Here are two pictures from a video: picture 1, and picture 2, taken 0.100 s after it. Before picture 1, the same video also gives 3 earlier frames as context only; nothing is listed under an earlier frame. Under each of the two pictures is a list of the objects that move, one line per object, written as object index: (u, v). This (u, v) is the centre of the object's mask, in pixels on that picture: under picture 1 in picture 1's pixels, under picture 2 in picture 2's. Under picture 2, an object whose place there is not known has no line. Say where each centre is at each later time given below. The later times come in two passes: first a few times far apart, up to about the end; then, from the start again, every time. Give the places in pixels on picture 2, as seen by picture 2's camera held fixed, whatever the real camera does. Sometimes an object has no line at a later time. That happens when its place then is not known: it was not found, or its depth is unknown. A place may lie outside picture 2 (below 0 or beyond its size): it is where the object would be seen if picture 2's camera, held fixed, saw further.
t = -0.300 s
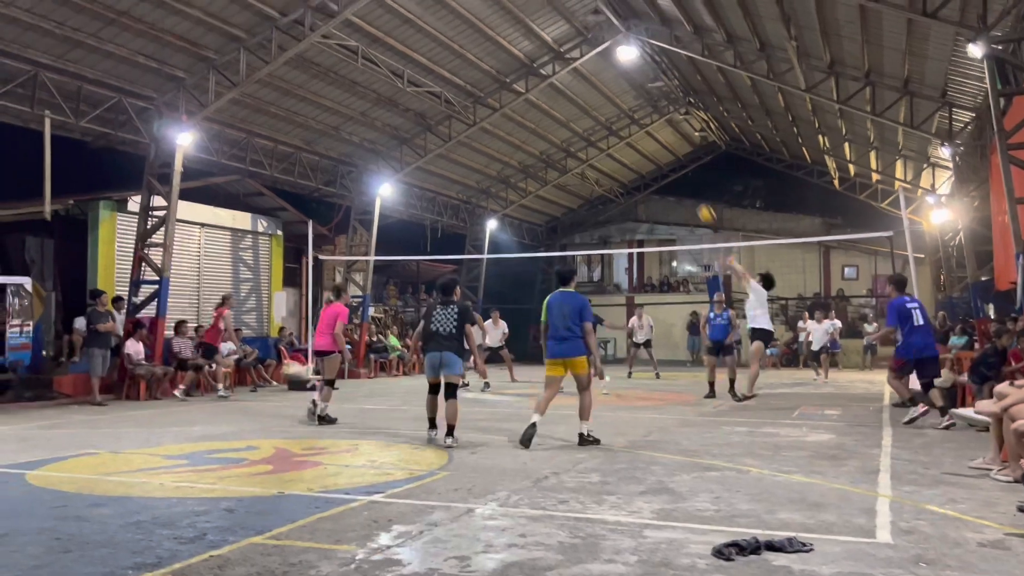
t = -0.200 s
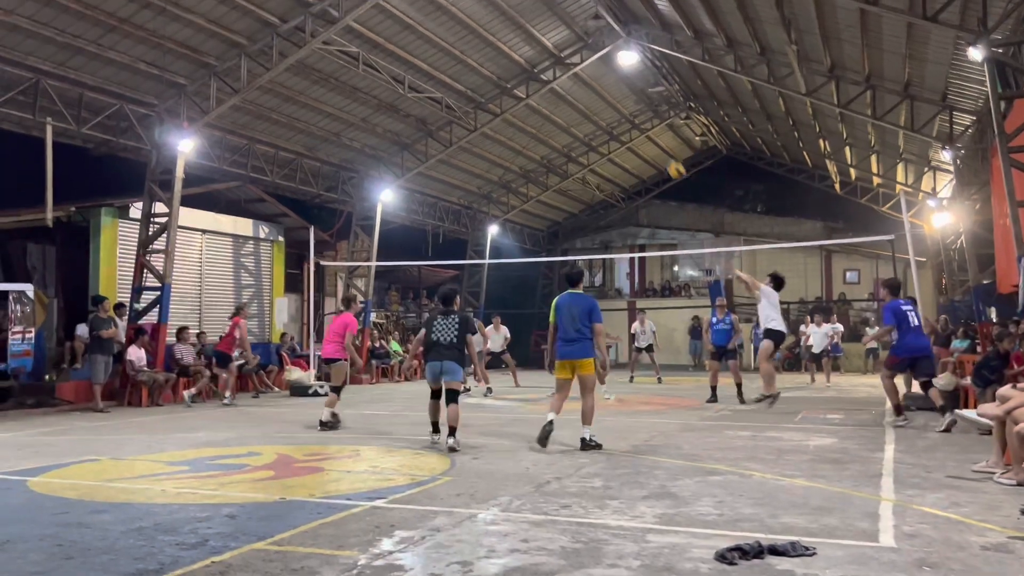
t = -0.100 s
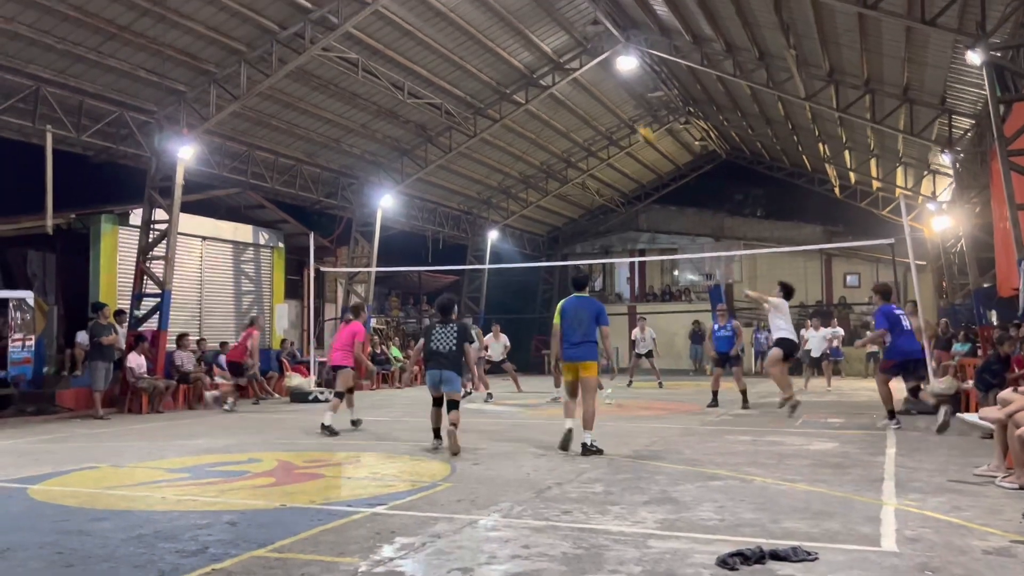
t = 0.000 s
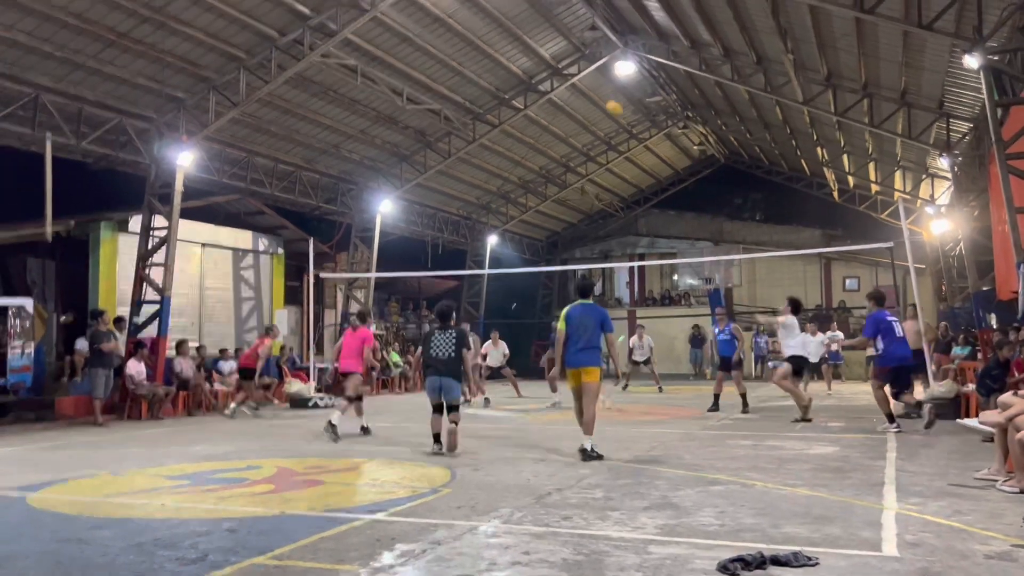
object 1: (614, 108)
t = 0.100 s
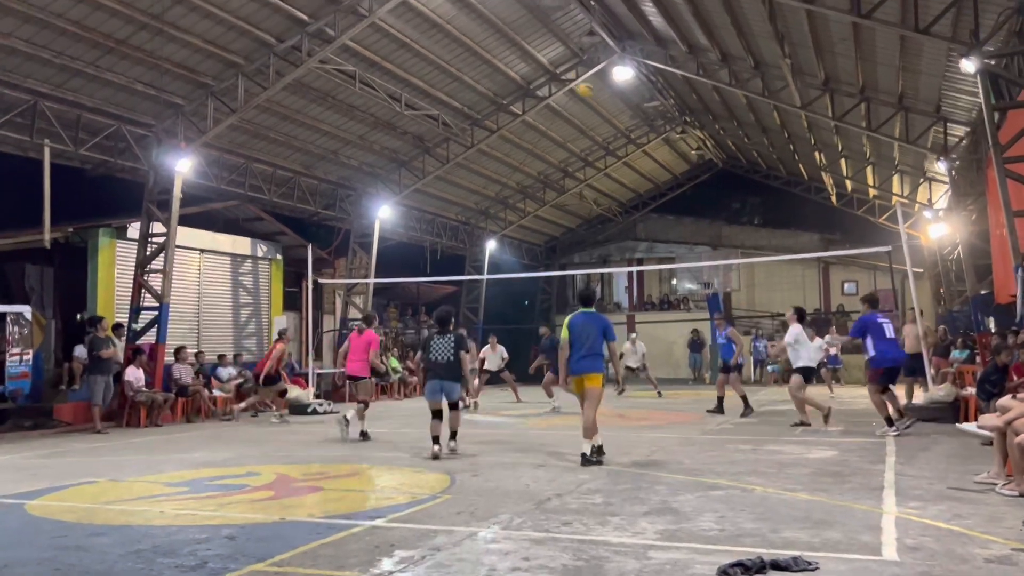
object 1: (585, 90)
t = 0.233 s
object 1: (550, 70)
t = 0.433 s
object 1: (501, 63)
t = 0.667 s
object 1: (448, 87)
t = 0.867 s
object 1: (405, 134)
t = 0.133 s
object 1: (575, 84)
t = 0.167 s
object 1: (567, 78)
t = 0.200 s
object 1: (558, 74)
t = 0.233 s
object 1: (550, 70)
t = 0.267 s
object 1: (541, 66)
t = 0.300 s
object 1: (533, 64)
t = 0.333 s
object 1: (525, 62)
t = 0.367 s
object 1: (518, 62)
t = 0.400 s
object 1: (509, 63)
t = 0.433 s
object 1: (501, 63)
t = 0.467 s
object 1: (493, 65)
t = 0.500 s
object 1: (485, 67)
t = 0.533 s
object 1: (478, 69)
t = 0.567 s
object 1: (470, 73)
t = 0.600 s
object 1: (463, 77)
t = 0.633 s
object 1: (456, 82)
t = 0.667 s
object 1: (448, 87)
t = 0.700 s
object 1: (441, 93)
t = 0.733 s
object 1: (433, 99)
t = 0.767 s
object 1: (426, 107)
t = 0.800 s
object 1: (420, 115)
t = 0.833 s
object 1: (412, 124)
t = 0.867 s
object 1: (405, 134)
